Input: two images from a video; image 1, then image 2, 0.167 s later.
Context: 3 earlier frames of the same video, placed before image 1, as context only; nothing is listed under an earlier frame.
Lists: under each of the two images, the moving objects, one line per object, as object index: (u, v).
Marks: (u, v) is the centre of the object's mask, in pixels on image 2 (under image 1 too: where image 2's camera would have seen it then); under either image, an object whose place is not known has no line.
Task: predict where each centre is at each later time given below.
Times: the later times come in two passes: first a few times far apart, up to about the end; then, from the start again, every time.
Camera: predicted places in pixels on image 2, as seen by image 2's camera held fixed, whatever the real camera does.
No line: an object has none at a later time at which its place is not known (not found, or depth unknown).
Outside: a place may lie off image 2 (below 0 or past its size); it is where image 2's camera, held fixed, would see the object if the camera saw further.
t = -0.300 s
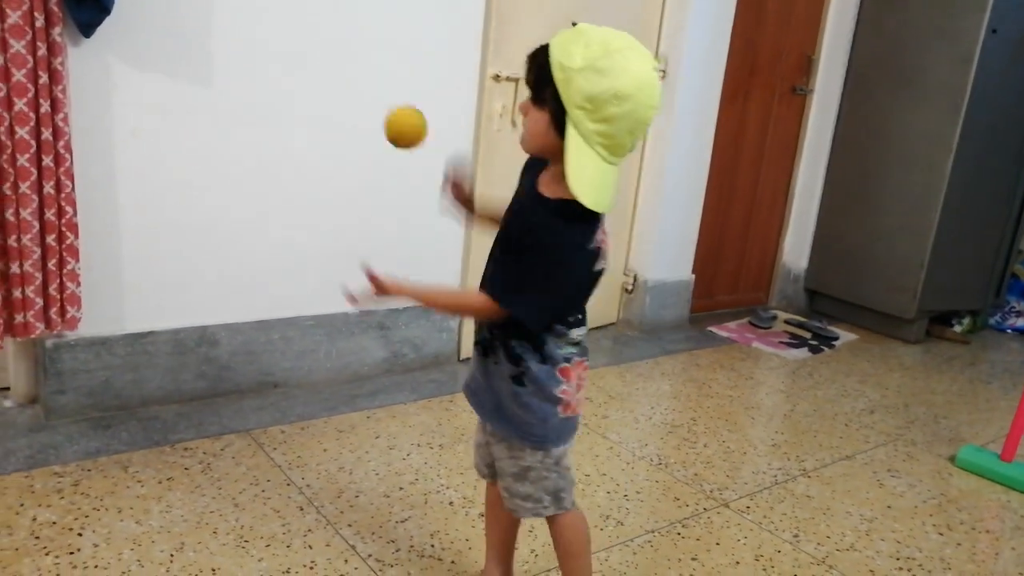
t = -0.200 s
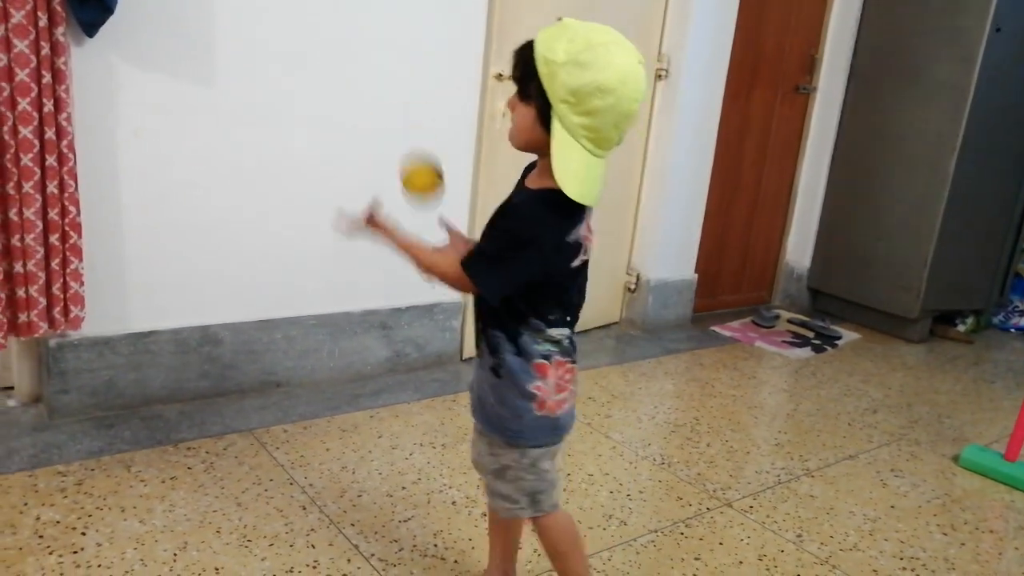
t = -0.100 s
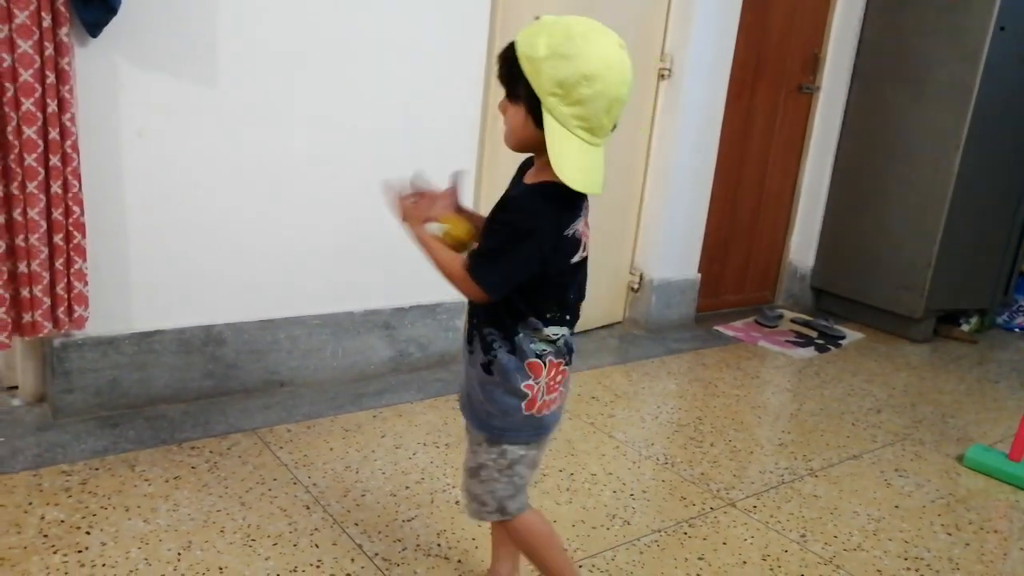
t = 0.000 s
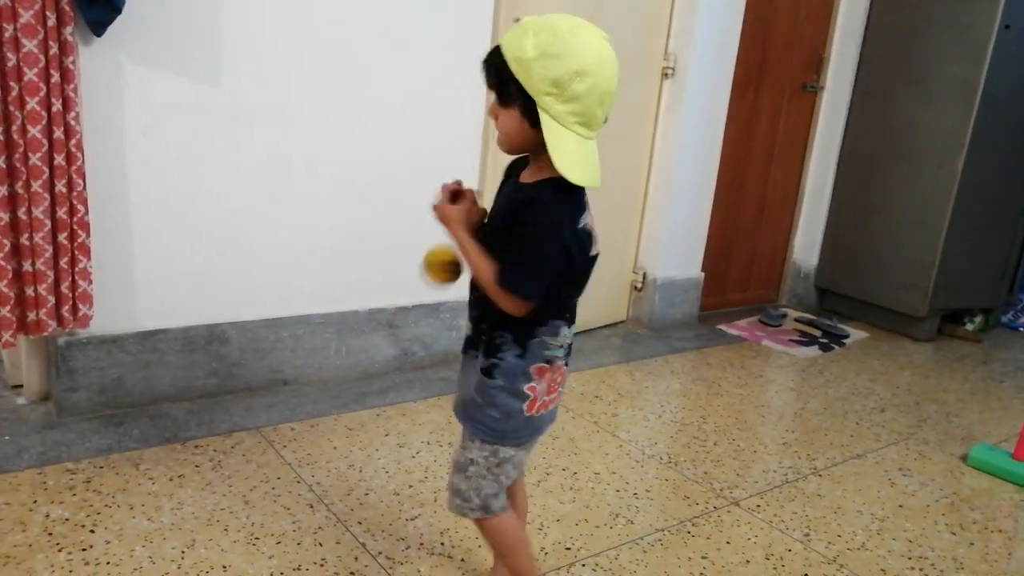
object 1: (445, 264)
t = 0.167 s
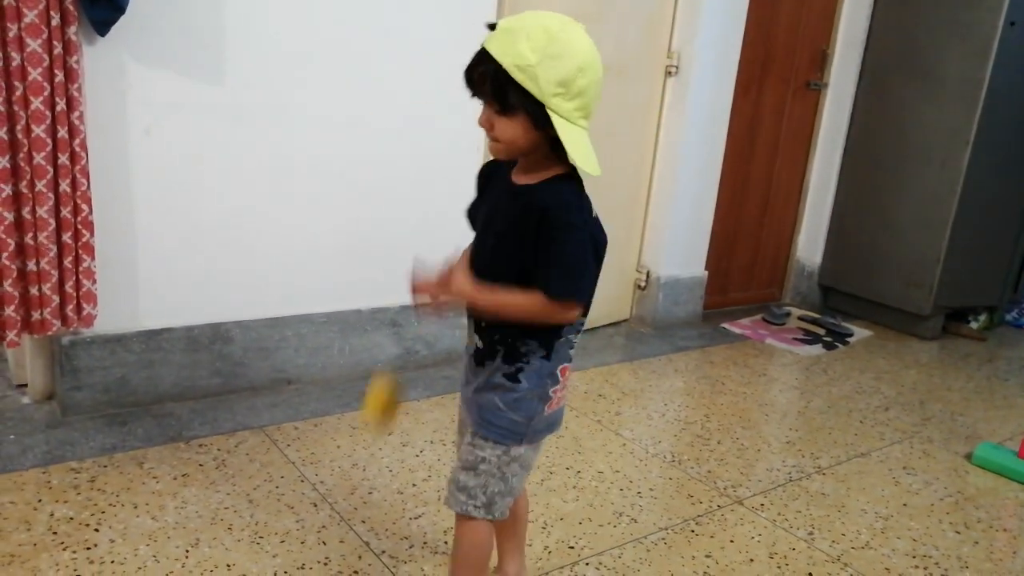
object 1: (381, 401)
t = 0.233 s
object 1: (357, 493)
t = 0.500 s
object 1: (282, 392)
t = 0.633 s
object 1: (244, 405)
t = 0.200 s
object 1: (371, 444)
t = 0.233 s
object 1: (357, 493)
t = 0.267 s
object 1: (343, 548)
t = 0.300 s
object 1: (335, 525)
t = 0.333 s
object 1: (328, 491)
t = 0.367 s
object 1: (320, 461)
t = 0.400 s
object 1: (310, 437)
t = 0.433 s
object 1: (301, 416)
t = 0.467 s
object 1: (292, 401)
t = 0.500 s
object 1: (282, 392)
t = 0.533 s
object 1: (273, 388)
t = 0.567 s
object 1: (264, 389)
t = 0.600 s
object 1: (254, 394)
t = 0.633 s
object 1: (244, 405)
